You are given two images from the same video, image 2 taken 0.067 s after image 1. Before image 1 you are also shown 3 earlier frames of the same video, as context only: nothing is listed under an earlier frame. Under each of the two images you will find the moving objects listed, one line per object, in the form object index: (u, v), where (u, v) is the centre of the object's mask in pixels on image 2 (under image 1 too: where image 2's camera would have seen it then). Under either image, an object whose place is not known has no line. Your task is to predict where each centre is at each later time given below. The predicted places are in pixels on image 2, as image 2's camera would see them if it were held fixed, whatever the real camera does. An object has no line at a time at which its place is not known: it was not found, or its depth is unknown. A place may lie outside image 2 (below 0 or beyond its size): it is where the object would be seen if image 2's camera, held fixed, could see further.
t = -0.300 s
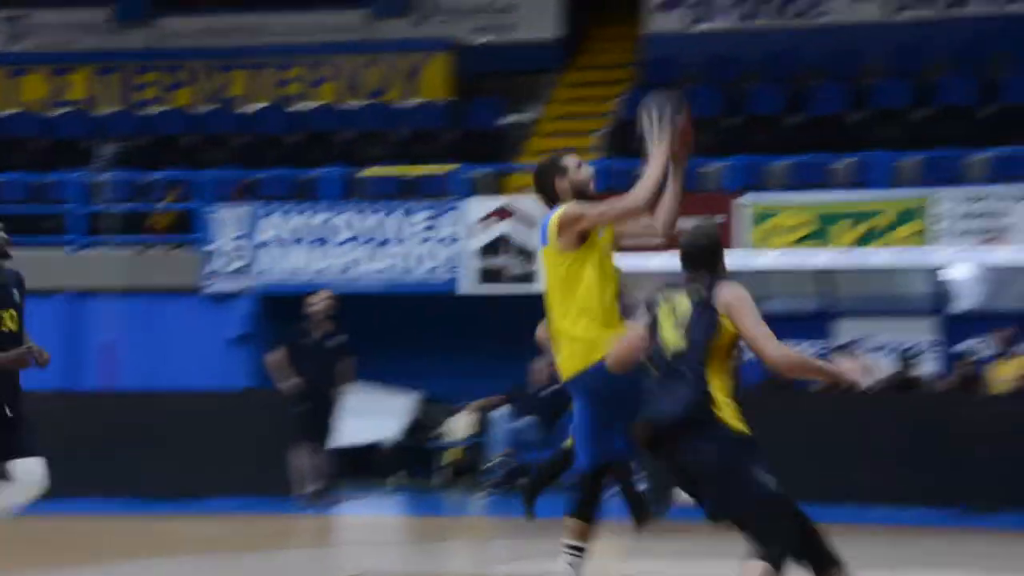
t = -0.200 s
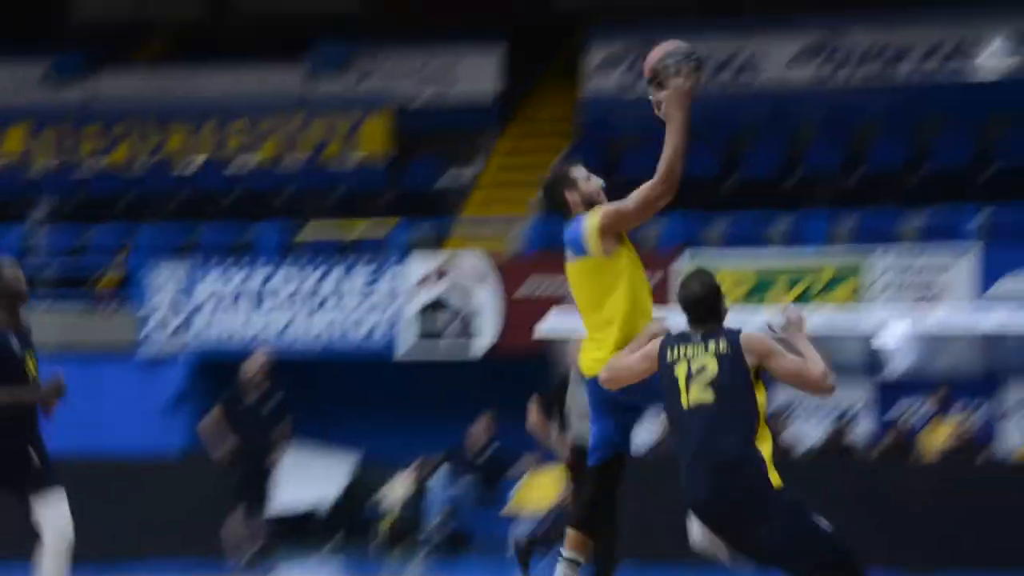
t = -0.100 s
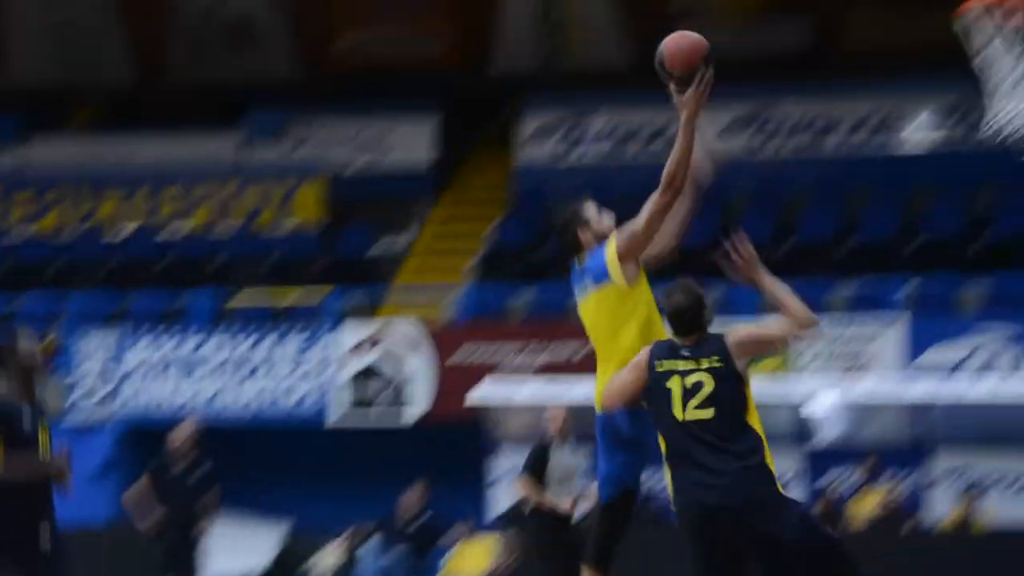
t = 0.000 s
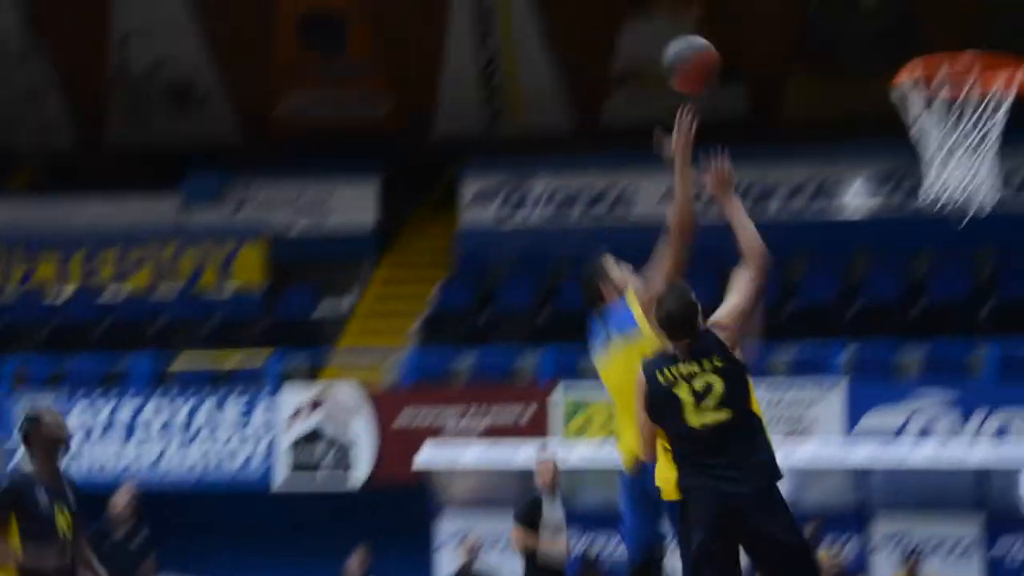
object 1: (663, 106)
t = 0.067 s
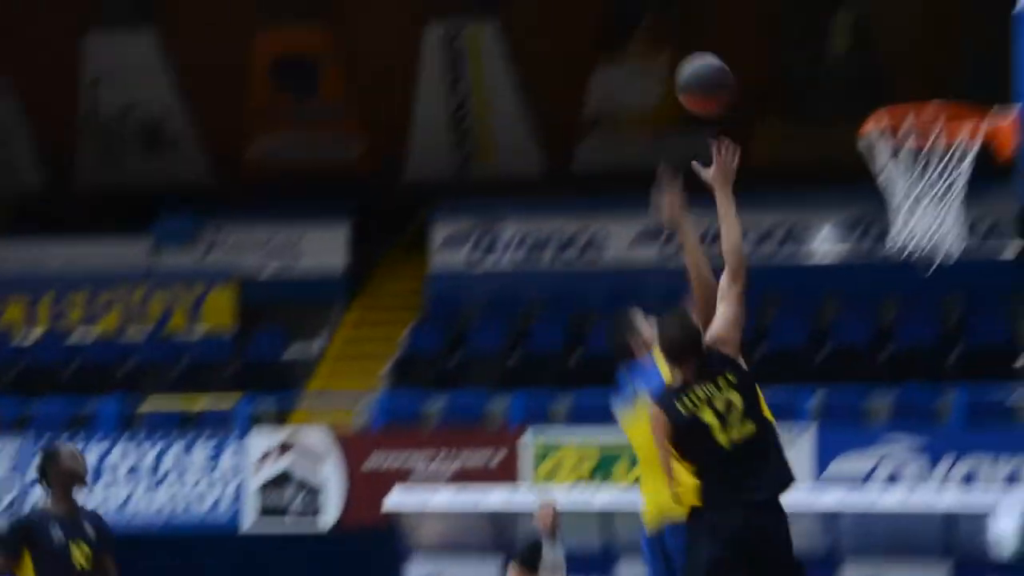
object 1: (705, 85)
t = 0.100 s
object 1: (727, 80)
